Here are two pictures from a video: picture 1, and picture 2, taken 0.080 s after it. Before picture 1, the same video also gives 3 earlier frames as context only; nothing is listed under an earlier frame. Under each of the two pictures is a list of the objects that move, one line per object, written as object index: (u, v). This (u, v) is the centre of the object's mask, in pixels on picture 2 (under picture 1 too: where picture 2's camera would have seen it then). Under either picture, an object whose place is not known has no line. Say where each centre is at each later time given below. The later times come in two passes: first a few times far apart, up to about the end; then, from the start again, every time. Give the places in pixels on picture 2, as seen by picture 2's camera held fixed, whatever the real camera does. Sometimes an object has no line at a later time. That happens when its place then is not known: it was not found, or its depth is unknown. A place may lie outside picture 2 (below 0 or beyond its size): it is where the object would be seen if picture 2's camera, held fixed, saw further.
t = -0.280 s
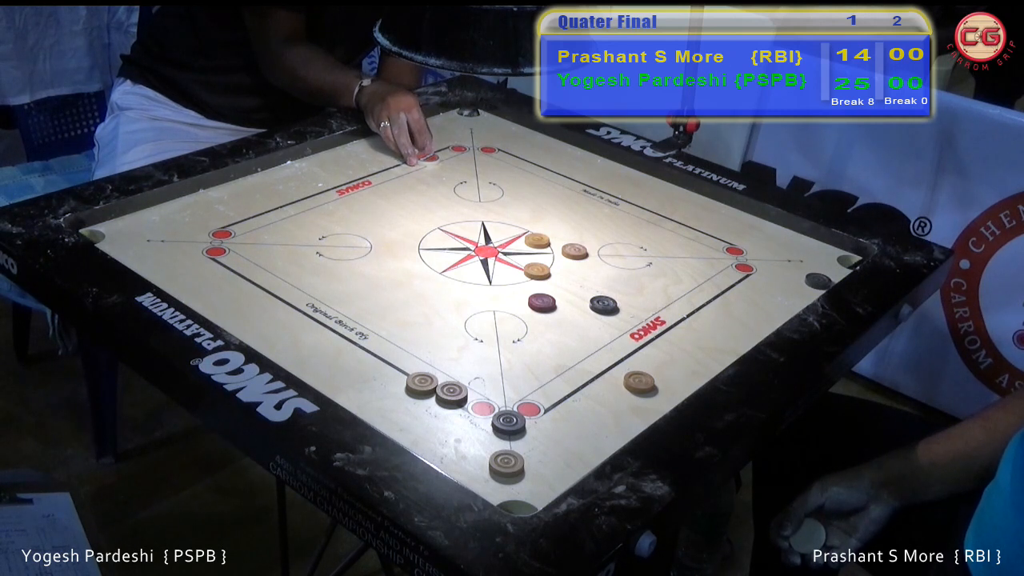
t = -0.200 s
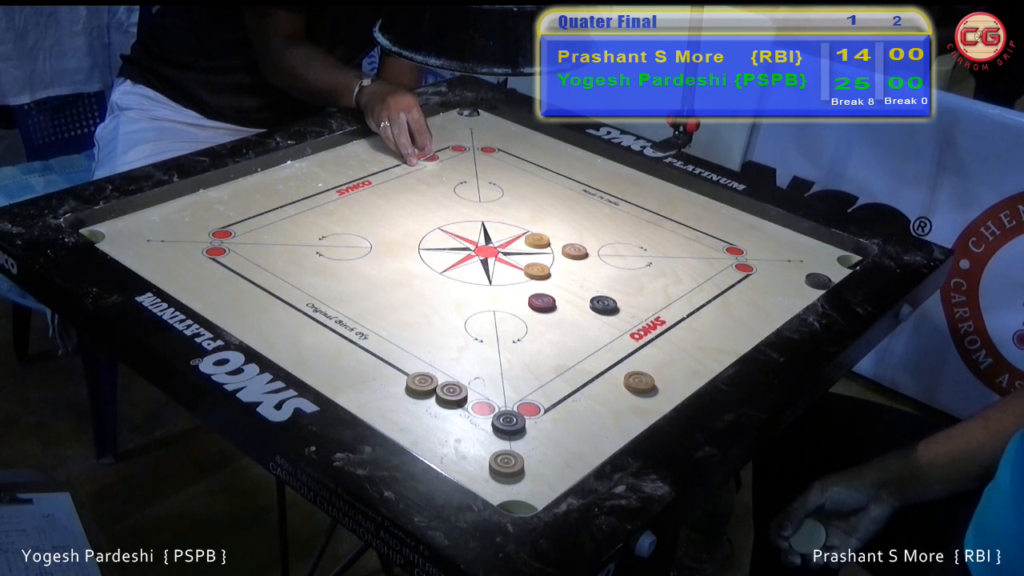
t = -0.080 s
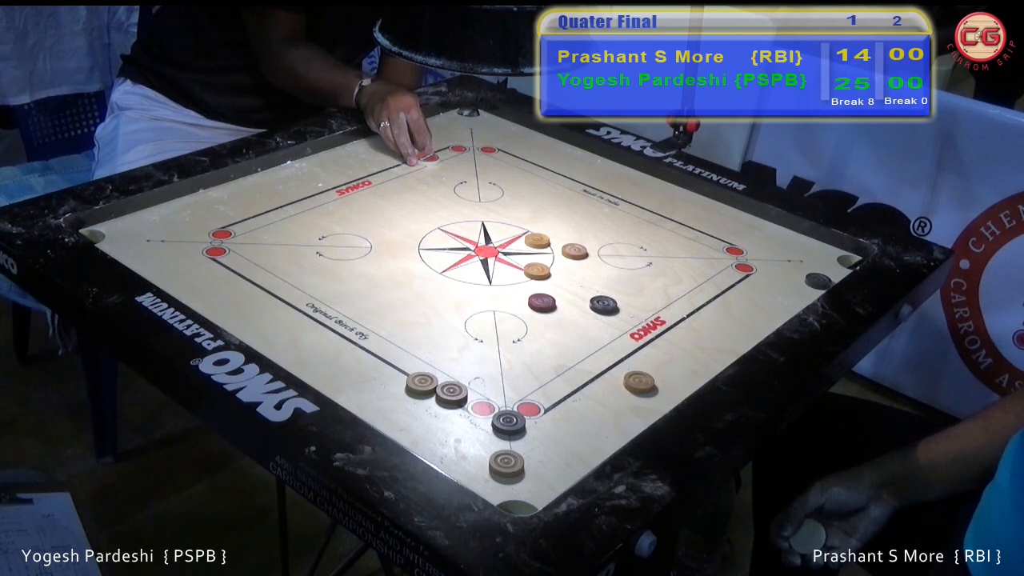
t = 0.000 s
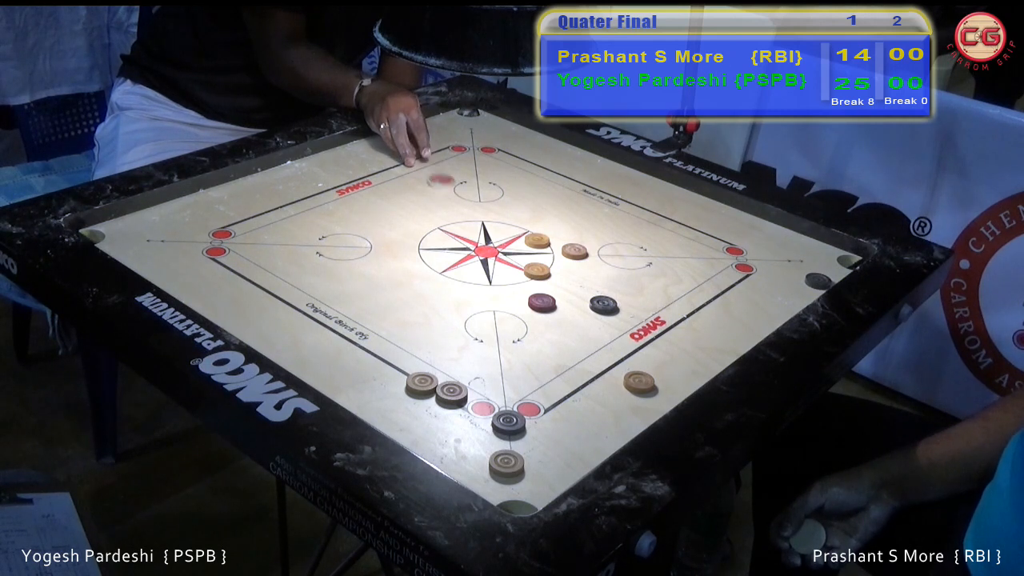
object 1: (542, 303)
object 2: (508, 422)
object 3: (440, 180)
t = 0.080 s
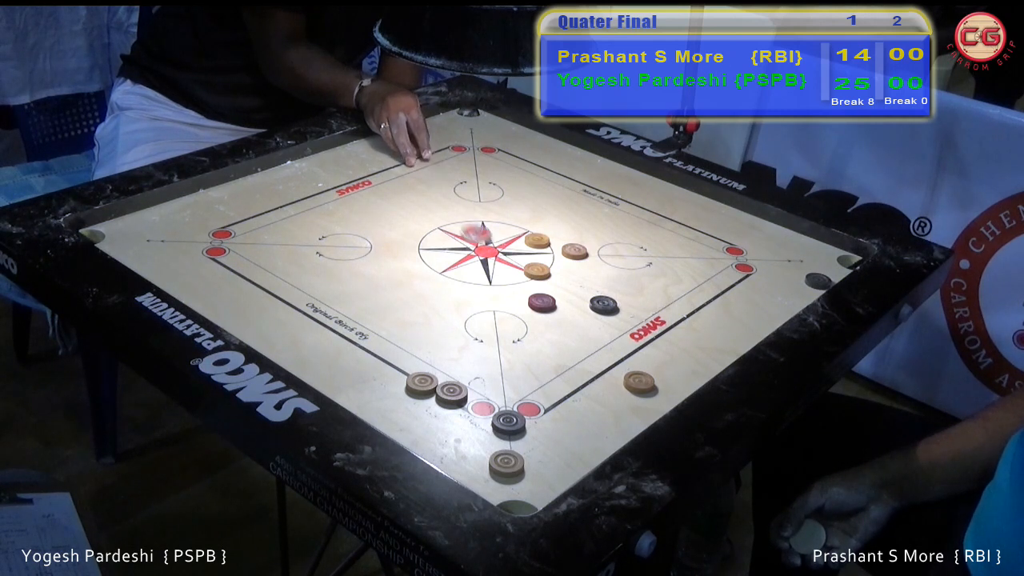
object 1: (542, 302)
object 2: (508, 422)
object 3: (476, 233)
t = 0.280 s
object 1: (685, 376)
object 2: (508, 422)
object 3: (529, 368)
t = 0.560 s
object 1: (418, 274)
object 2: (432, 445)
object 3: (530, 455)
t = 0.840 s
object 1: (288, 223)
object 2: (357, 405)
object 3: (520, 438)
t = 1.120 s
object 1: (246, 206)
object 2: (355, 404)
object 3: (520, 438)
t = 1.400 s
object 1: (245, 205)
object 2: (355, 404)
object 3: (520, 438)
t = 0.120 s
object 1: (542, 302)
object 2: (508, 422)
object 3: (496, 264)
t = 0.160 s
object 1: (546, 305)
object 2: (508, 422)
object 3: (516, 294)
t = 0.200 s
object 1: (603, 334)
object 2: (508, 423)
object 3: (520, 318)
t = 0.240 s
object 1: (663, 363)
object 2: (508, 422)
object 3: (524, 342)
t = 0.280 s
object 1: (685, 376)
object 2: (508, 422)
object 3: (529, 368)
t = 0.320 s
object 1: (636, 357)
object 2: (508, 422)
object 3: (534, 395)
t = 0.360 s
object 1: (590, 340)
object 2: (495, 431)
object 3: (543, 422)
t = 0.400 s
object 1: (549, 325)
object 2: (471, 446)
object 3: (557, 442)
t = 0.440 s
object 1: (512, 311)
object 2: (450, 460)
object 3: (570, 464)
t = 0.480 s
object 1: (477, 297)
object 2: (446, 462)
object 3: (557, 467)
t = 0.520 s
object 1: (446, 285)
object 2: (453, 456)
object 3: (537, 461)
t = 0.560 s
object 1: (418, 274)
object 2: (432, 445)
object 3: (530, 455)
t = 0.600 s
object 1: (393, 264)
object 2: (413, 436)
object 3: (526, 450)
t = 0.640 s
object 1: (370, 255)
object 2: (398, 427)
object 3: (523, 446)
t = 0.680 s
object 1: (349, 247)
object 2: (385, 421)
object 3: (522, 443)
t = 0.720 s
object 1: (331, 240)
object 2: (375, 415)
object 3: (521, 440)
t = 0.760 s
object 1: (315, 233)
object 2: (367, 411)
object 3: (520, 439)
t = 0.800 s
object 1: (300, 228)
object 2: (361, 408)
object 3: (519, 438)
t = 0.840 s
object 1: (288, 223)
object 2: (357, 405)
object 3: (520, 438)
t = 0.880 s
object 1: (277, 218)
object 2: (356, 404)
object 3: (520, 438)
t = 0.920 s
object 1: (268, 215)
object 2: (355, 404)
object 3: (520, 438)
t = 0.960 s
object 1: (261, 211)
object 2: (355, 404)
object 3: (520, 438)
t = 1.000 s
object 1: (255, 209)
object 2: (355, 404)
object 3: (520, 438)
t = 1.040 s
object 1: (251, 208)
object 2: (355, 404)
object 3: (520, 438)
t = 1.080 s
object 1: (247, 206)
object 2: (355, 404)
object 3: (520, 438)
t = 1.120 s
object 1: (246, 206)
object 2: (355, 404)
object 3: (520, 438)
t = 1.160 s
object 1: (245, 206)
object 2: (355, 404)
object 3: (520, 438)
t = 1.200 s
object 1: (245, 206)
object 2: (355, 404)
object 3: (520, 438)
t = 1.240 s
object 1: (245, 205)
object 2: (355, 404)
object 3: (520, 438)
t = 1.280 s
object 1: (245, 205)
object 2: (355, 404)
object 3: (520, 438)
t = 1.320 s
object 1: (245, 205)
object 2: (355, 404)
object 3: (520, 438)
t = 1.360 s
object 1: (245, 205)
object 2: (355, 404)
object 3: (520, 438)
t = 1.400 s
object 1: (245, 205)
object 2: (355, 404)
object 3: (520, 438)
